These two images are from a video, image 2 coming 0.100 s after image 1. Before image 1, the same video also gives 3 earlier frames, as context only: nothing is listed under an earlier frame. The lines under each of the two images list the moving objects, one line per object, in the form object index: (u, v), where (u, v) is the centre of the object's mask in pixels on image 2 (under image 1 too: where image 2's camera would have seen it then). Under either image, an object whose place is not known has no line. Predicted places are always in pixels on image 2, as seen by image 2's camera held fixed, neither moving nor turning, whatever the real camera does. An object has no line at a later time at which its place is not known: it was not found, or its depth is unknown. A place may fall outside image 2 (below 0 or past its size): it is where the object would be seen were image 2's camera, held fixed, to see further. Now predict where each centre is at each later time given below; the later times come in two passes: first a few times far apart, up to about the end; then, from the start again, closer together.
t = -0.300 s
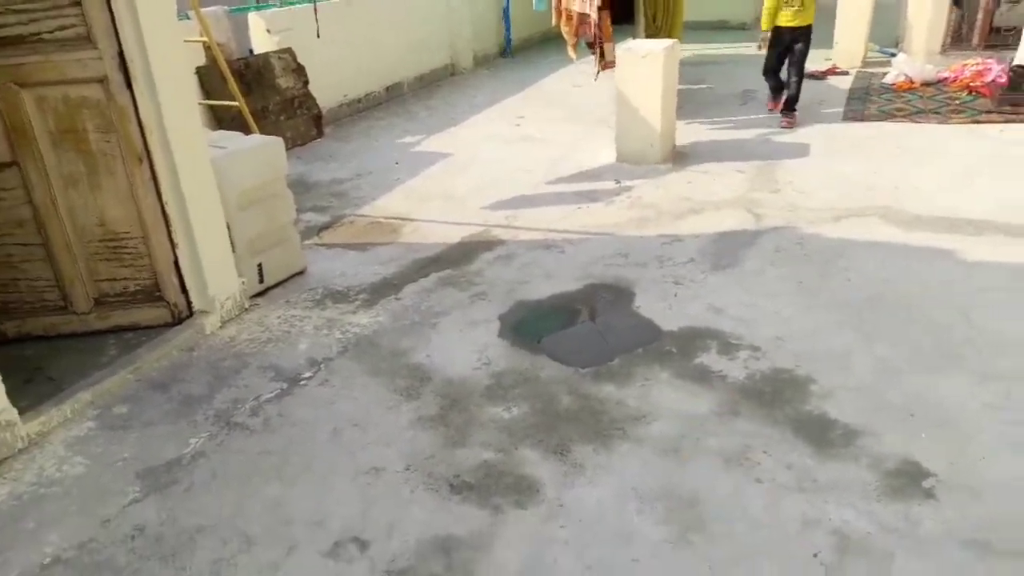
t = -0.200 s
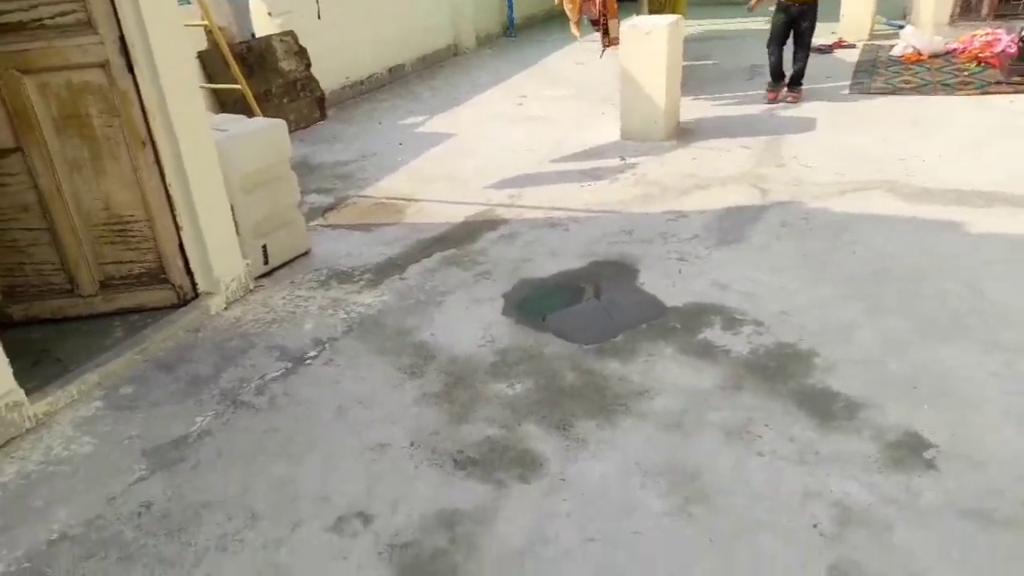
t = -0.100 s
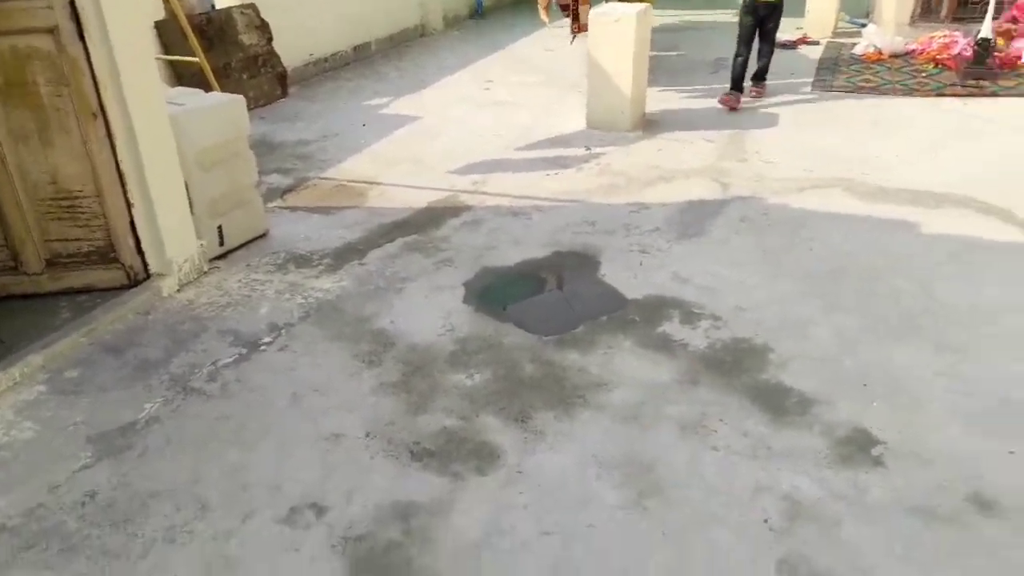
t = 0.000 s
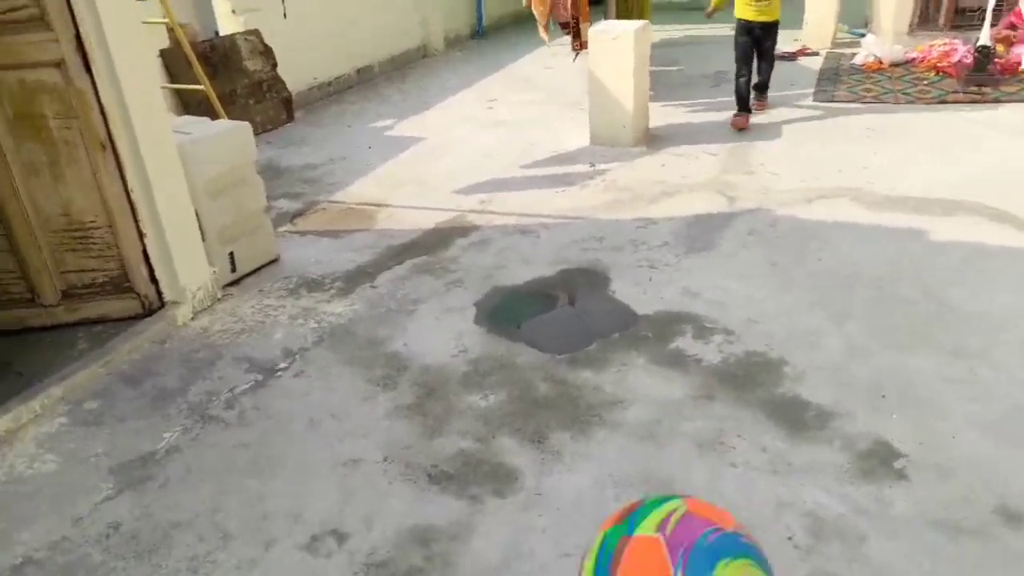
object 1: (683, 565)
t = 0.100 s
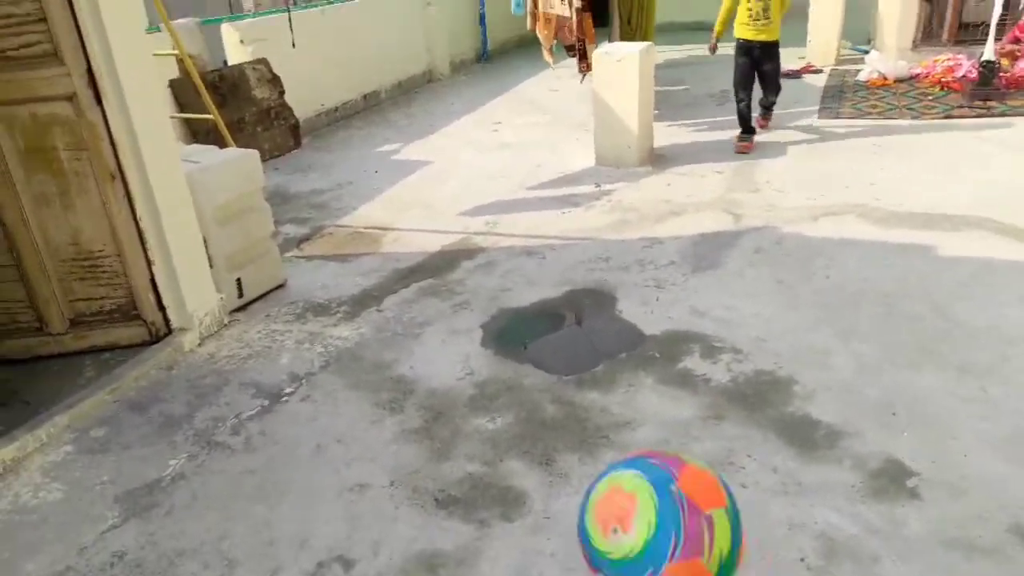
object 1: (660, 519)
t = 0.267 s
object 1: (632, 522)
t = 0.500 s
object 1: (625, 467)
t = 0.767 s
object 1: (640, 444)
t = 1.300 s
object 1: (656, 493)
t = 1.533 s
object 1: (659, 521)
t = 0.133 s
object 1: (652, 517)
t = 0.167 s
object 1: (645, 517)
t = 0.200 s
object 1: (641, 518)
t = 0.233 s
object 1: (636, 518)
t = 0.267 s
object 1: (632, 522)
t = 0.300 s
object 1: (627, 527)
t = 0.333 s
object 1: (623, 535)
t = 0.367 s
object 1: (619, 541)
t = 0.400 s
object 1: (621, 527)
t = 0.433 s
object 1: (623, 510)
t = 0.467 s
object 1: (624, 486)
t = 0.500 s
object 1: (625, 467)
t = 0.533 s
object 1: (627, 452)
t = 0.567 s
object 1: (628, 439)
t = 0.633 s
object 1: (632, 425)
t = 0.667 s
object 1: (634, 424)
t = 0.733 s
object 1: (638, 432)
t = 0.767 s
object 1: (640, 444)
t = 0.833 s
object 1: (643, 477)
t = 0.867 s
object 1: (644, 498)
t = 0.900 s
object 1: (645, 524)
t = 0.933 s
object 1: (646, 551)
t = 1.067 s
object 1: (650, 498)
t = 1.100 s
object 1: (651, 486)
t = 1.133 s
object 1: (652, 478)
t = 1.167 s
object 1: (653, 473)
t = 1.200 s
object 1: (653, 473)
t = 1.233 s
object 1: (654, 476)
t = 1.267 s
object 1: (655, 482)
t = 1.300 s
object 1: (656, 493)
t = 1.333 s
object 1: (657, 507)
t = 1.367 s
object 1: (657, 524)
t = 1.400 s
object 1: (658, 545)
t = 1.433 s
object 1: (658, 565)
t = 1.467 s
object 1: (659, 548)
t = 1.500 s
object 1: (659, 533)
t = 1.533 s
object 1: (659, 521)
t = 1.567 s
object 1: (659, 513)
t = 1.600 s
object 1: (659, 509)
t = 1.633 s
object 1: (660, 508)
